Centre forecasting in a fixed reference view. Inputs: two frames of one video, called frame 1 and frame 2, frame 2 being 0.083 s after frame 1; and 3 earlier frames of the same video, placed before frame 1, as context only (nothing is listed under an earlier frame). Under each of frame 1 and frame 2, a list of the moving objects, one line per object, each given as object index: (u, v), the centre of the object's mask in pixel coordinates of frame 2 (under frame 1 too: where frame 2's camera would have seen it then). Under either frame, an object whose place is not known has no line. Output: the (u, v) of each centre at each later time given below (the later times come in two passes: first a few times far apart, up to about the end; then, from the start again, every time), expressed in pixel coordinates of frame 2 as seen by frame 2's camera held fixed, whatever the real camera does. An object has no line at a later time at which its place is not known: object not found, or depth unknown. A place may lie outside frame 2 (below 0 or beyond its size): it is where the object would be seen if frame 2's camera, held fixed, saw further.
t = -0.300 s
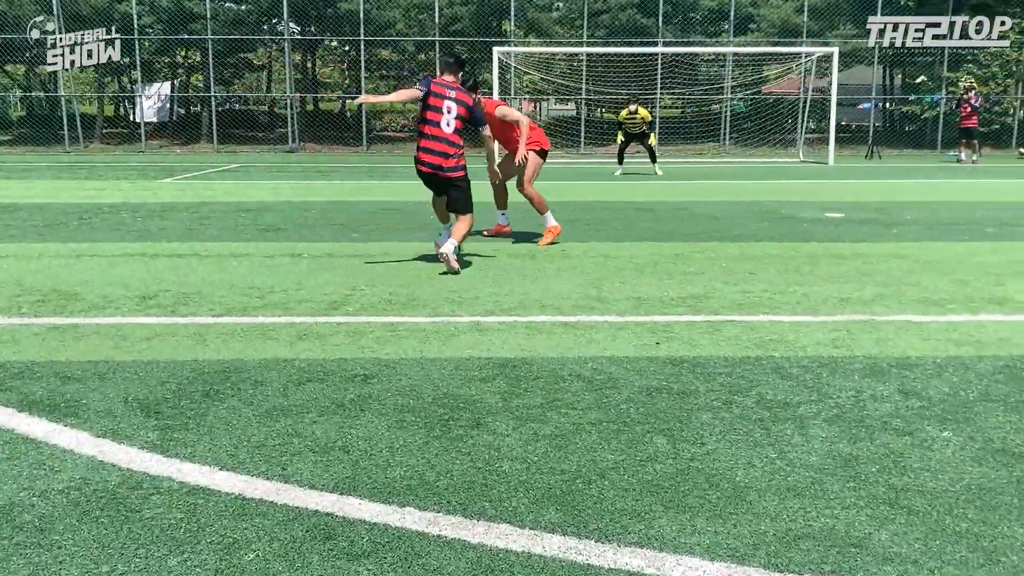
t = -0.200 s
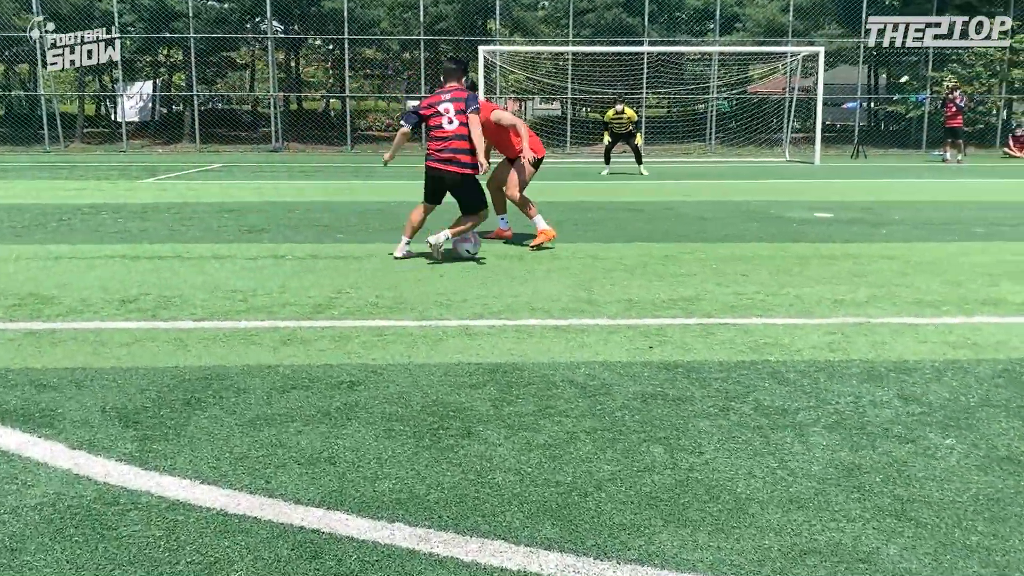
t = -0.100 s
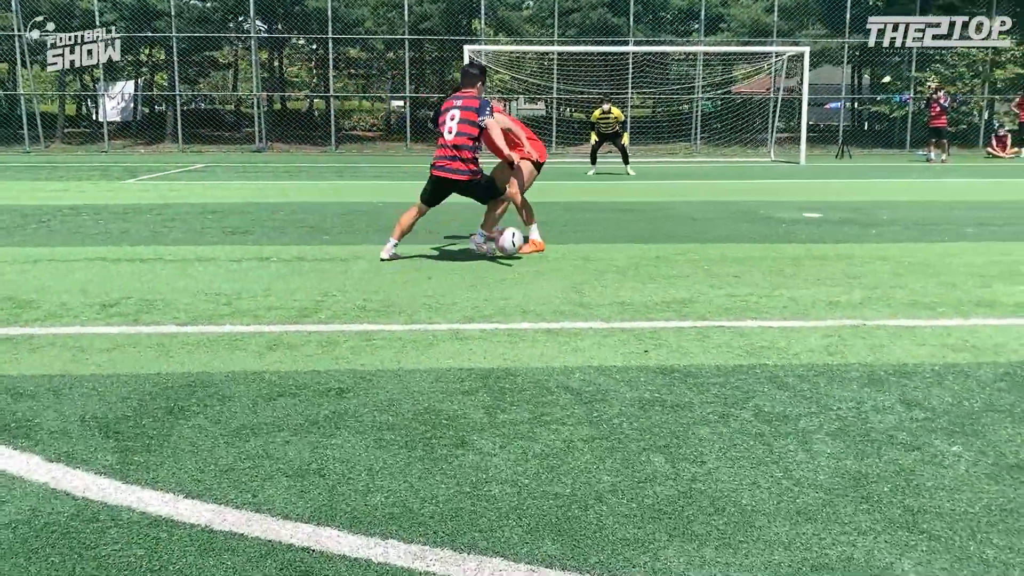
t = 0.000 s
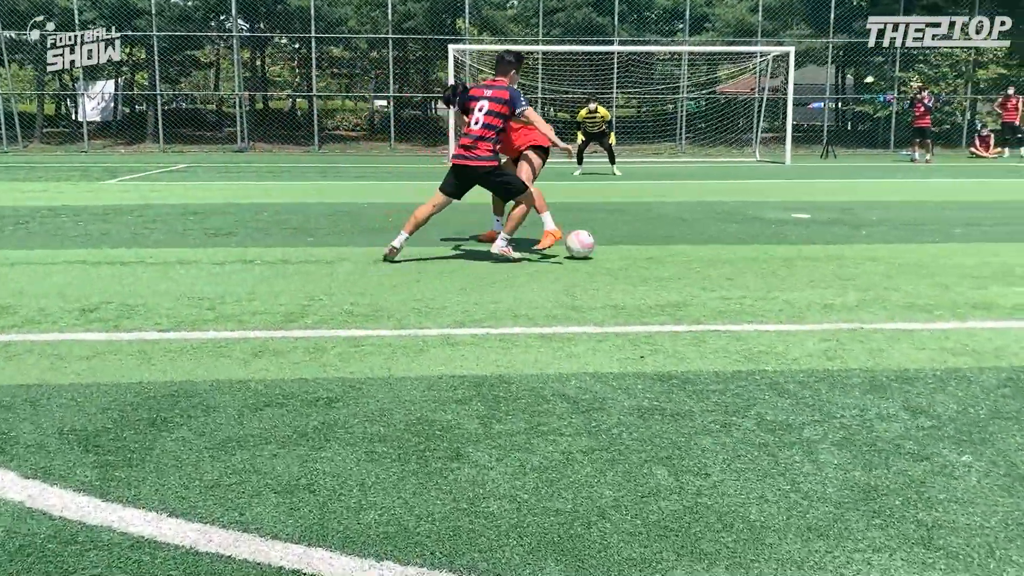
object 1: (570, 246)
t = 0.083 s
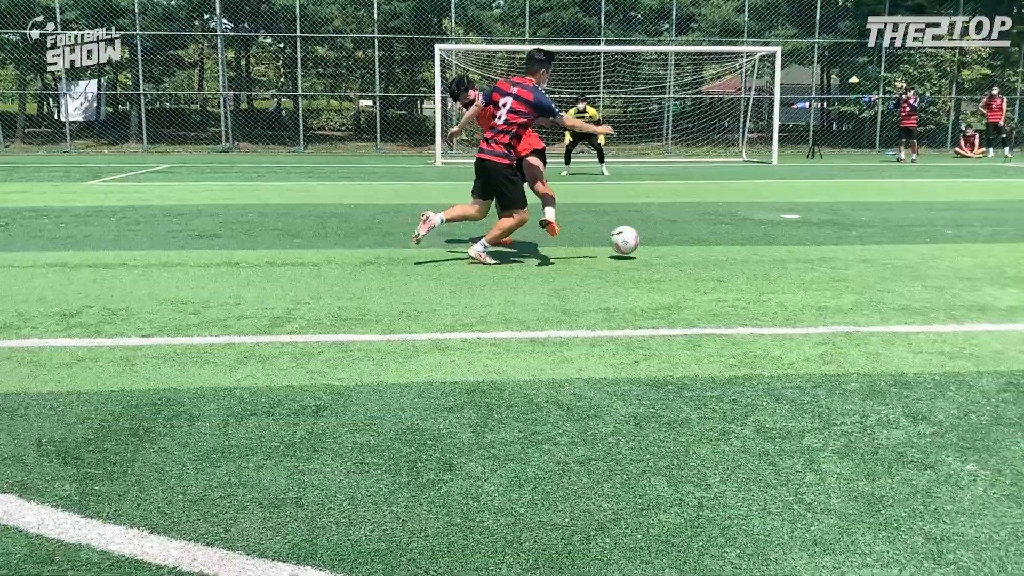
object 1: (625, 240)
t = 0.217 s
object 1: (703, 241)
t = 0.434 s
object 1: (794, 237)
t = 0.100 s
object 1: (635, 239)
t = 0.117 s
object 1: (645, 238)
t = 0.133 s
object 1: (654, 238)
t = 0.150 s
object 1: (665, 237)
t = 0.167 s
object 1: (675, 238)
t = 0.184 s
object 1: (684, 239)
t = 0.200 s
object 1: (694, 239)
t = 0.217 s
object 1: (703, 241)
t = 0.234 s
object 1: (712, 242)
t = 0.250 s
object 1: (720, 241)
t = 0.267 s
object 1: (727, 239)
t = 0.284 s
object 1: (734, 238)
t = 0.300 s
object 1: (741, 237)
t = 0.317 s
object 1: (748, 236)
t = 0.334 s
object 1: (755, 235)
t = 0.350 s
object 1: (762, 235)
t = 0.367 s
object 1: (768, 236)
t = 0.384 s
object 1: (775, 236)
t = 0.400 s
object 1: (781, 236)
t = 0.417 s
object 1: (787, 237)
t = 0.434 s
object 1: (794, 237)
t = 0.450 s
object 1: (800, 236)
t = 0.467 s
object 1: (807, 235)
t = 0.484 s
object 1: (812, 235)
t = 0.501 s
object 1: (819, 234)
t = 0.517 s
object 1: (825, 233)
